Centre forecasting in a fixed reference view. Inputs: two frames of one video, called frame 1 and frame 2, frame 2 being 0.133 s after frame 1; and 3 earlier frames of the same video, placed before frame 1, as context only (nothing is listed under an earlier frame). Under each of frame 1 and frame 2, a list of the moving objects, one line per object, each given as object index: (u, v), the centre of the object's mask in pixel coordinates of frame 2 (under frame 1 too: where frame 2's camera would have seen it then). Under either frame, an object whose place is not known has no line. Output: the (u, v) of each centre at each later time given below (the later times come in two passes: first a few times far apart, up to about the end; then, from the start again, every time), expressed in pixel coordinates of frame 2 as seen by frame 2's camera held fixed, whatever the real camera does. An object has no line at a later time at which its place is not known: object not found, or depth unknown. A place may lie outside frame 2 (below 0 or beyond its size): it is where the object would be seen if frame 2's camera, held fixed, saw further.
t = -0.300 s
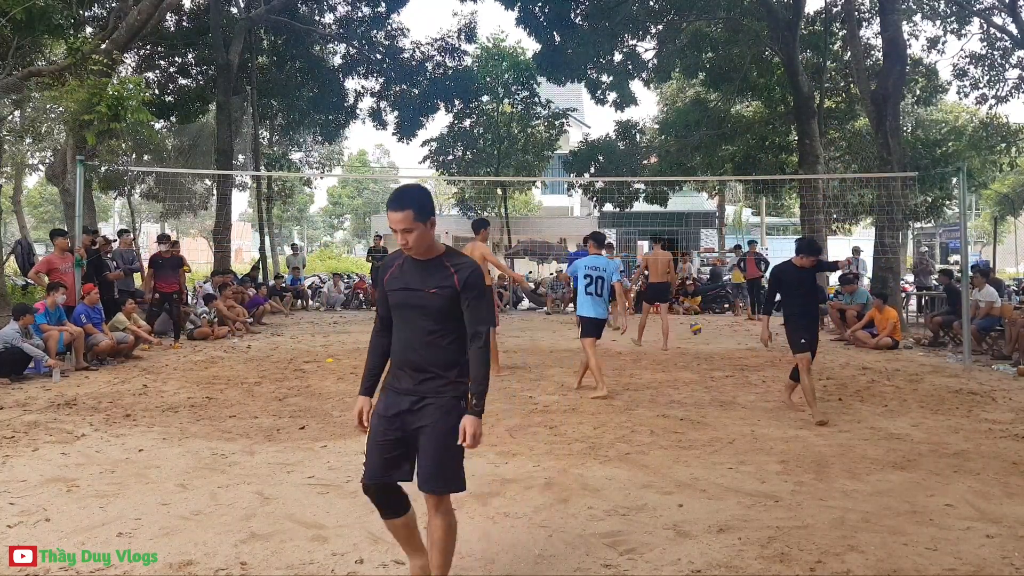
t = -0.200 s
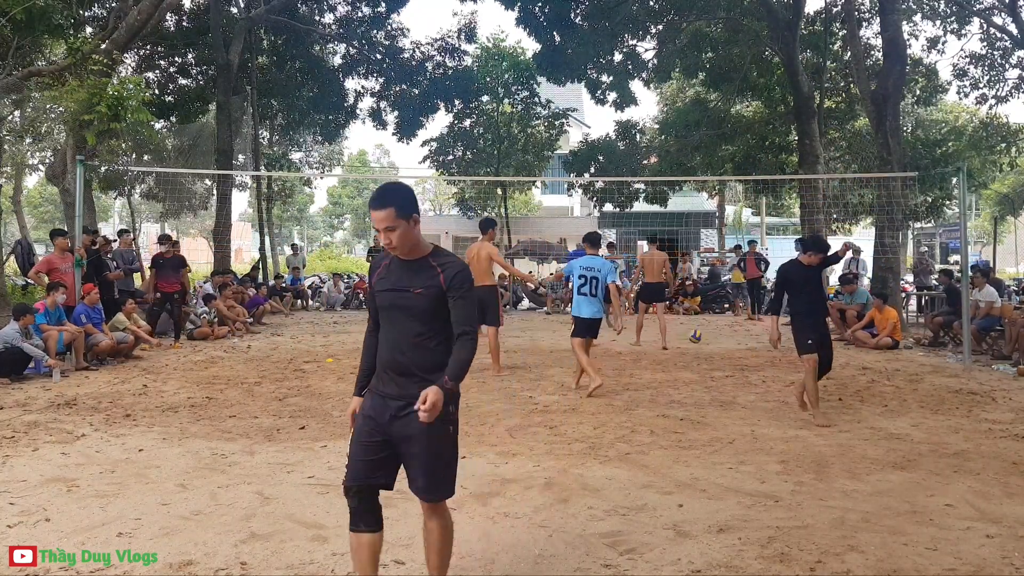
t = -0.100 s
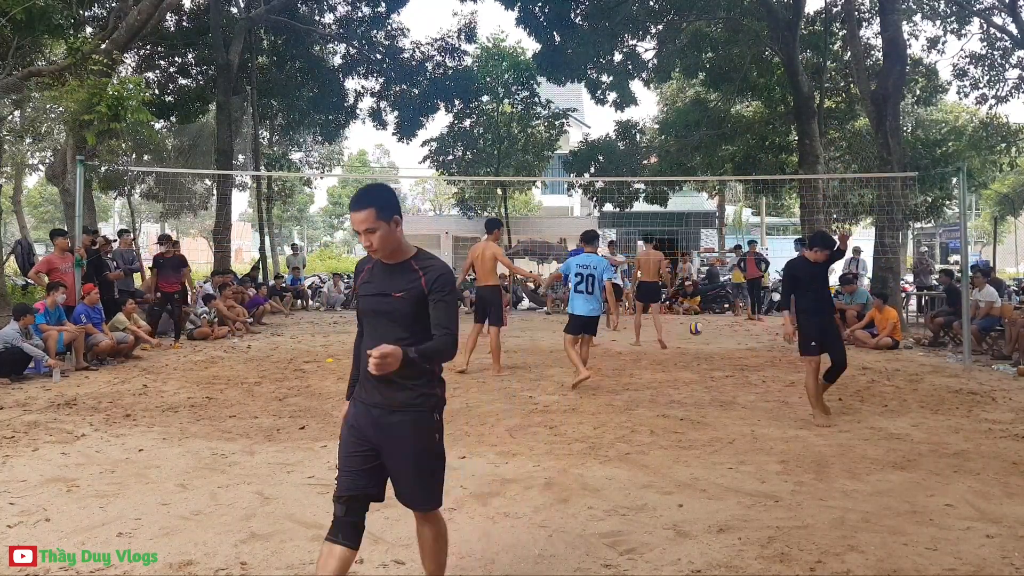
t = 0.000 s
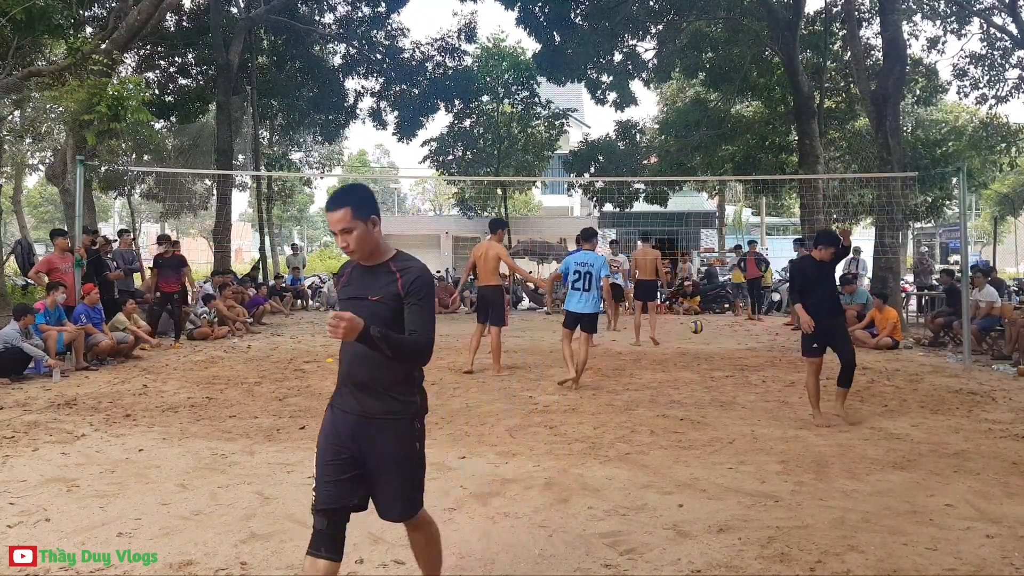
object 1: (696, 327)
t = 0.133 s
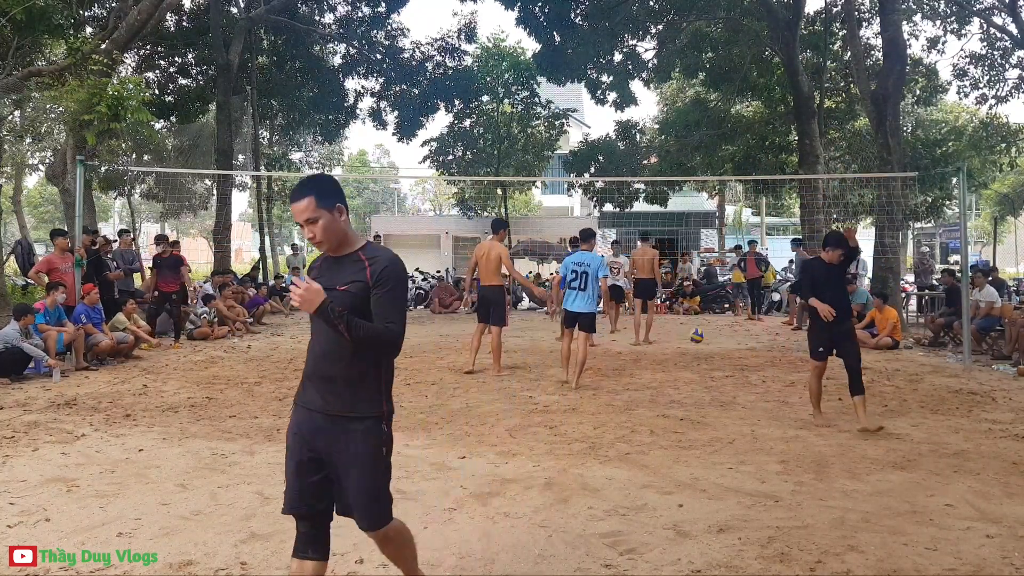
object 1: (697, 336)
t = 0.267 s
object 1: (696, 356)
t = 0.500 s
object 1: (695, 360)
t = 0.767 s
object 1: (692, 373)
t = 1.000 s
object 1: (688, 383)
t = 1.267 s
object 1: (685, 391)
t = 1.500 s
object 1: (681, 402)
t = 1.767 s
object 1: (676, 412)
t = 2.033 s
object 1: (669, 427)
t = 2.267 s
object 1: (665, 438)
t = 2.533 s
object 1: (660, 459)
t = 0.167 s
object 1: (696, 340)
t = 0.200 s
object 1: (697, 345)
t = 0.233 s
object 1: (696, 352)
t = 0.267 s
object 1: (696, 356)
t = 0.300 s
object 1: (697, 355)
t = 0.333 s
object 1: (696, 354)
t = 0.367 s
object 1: (696, 356)
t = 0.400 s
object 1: (695, 358)
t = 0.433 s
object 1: (695, 360)
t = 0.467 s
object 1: (695, 361)
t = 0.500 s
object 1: (695, 360)
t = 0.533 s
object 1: (695, 360)
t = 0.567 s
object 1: (694, 363)
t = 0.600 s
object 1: (694, 366)
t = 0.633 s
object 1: (693, 368)
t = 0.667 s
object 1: (692, 369)
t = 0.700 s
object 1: (693, 369)
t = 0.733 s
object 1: (692, 370)
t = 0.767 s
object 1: (692, 373)
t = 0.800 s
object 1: (692, 374)
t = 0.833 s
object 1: (691, 375)
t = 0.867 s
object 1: (690, 376)
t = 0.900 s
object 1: (690, 377)
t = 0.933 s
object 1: (690, 378)
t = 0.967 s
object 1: (689, 381)
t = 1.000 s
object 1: (688, 383)
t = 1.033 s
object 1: (688, 383)
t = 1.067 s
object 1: (687, 383)
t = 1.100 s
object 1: (687, 384)
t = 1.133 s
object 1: (688, 385)
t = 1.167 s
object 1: (686, 388)
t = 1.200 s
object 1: (686, 391)
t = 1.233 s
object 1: (685, 390)
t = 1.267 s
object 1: (685, 391)
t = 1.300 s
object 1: (684, 394)
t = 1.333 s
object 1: (684, 396)
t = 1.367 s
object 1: (683, 397)
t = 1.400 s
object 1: (683, 399)
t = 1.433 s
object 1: (682, 400)
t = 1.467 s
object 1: (682, 401)
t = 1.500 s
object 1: (681, 402)
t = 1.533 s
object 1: (681, 402)
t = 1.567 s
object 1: (680, 403)
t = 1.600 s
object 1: (680, 405)
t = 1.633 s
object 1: (679, 407)
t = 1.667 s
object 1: (679, 409)
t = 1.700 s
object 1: (678, 411)
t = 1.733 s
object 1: (677, 410)
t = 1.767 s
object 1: (676, 412)
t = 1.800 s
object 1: (675, 414)
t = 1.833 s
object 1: (674, 417)
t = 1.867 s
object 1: (674, 418)
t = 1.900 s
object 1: (672, 420)
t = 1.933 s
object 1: (671, 423)
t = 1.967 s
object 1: (670, 425)
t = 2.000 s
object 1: (669, 428)
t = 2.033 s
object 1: (669, 427)
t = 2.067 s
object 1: (668, 426)
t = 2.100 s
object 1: (667, 427)
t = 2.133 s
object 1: (667, 428)
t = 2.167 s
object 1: (667, 430)
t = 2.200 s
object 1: (666, 435)
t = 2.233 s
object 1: (666, 438)
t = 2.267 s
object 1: (665, 438)
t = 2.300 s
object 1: (664, 439)
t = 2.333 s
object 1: (664, 442)
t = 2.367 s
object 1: (663, 446)
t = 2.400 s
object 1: (662, 449)
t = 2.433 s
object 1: (662, 450)
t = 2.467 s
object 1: (661, 453)
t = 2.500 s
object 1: (661, 456)
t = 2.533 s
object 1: (660, 459)
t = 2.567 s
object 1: (659, 461)
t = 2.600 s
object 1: (659, 463)
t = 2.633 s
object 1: (658, 467)
